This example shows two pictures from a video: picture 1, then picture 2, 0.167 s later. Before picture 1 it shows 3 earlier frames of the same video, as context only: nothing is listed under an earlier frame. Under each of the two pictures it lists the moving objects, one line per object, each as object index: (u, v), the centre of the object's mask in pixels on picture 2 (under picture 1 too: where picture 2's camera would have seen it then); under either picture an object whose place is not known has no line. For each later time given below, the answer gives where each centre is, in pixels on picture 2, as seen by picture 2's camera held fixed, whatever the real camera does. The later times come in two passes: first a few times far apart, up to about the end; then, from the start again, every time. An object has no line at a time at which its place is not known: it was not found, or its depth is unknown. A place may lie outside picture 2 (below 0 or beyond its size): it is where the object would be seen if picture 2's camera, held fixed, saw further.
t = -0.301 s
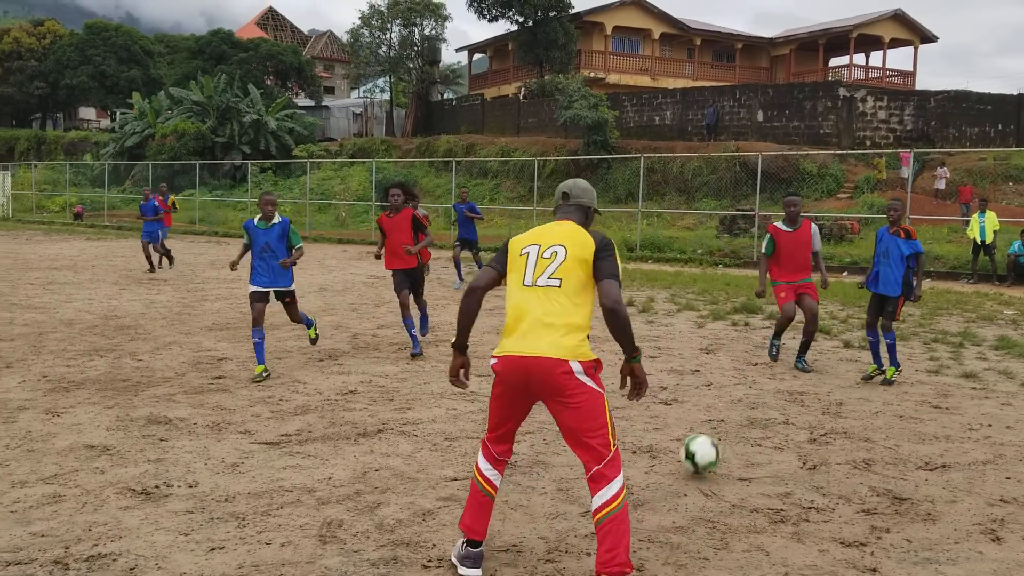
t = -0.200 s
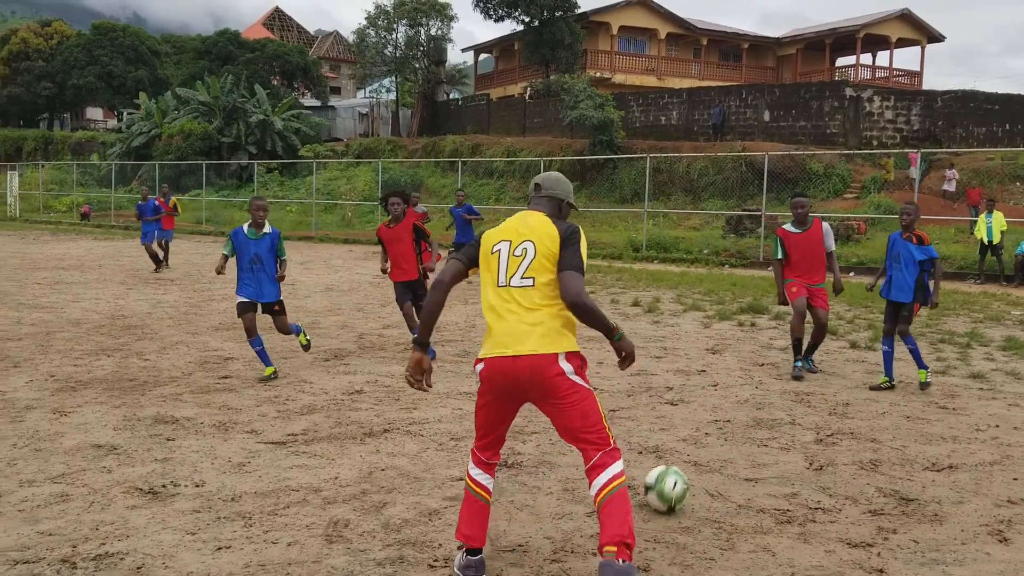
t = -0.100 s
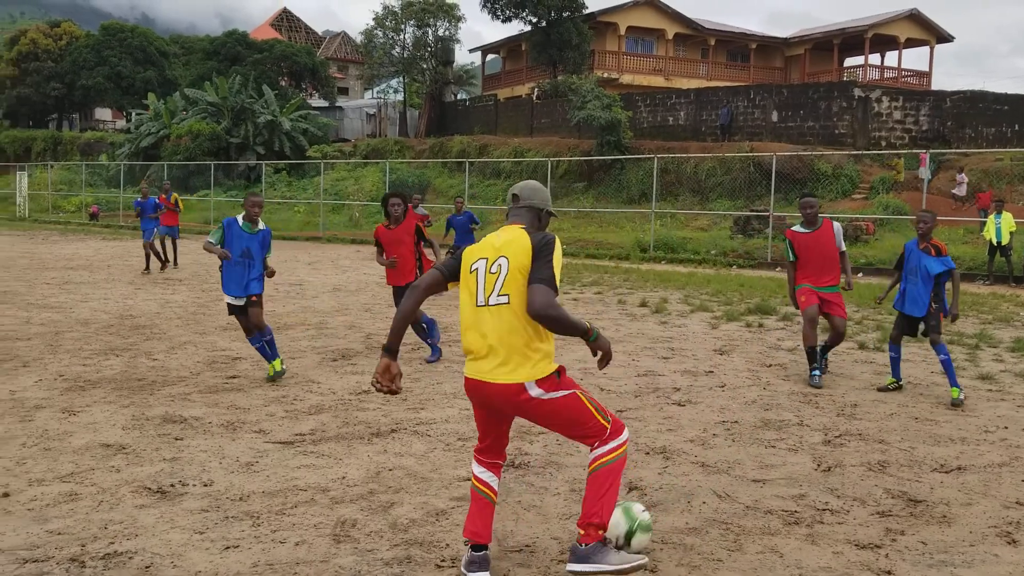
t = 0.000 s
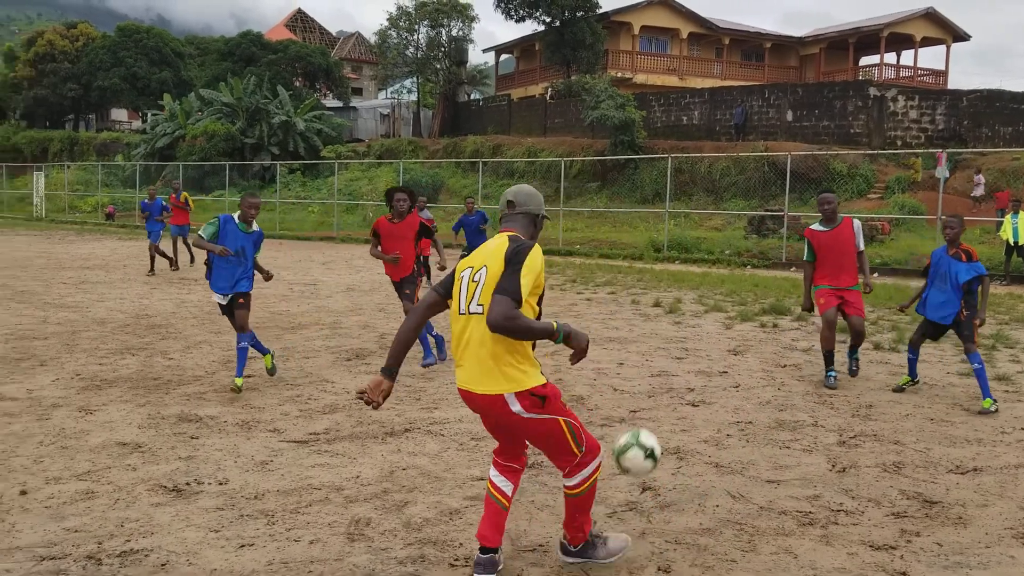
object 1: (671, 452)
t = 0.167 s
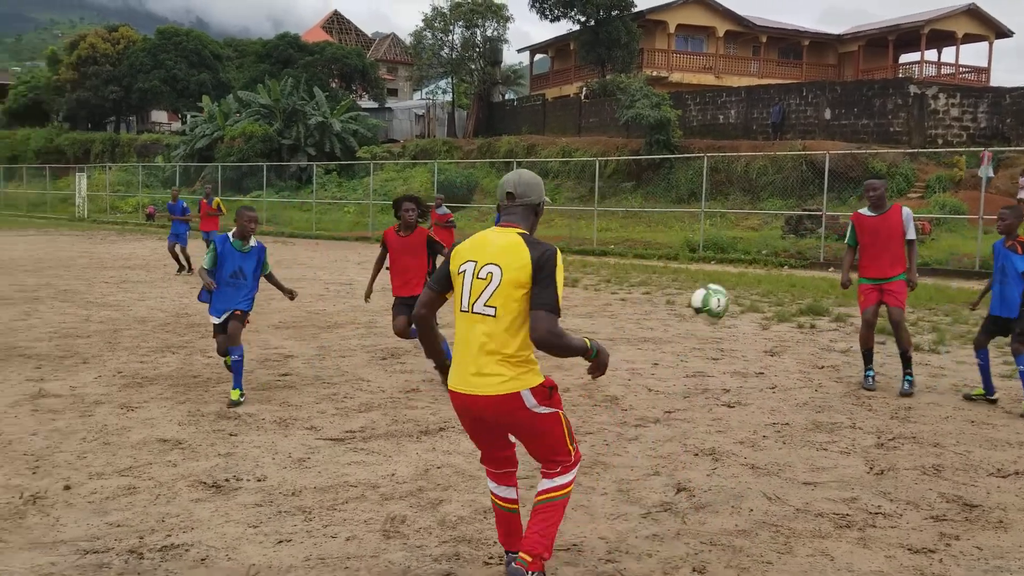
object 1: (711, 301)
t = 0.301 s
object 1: (730, 247)
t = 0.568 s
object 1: (750, 225)
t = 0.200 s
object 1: (716, 284)
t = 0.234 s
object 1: (721, 268)
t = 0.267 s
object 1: (726, 256)
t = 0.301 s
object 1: (730, 247)
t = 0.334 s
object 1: (734, 238)
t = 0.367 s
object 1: (737, 232)
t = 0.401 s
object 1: (740, 228)
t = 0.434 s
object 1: (742, 224)
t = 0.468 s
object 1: (744, 223)
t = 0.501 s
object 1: (747, 222)
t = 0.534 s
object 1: (748, 223)
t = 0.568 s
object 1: (750, 225)
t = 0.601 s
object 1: (752, 228)
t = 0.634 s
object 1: (752, 232)
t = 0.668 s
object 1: (753, 236)
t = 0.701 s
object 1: (755, 242)
